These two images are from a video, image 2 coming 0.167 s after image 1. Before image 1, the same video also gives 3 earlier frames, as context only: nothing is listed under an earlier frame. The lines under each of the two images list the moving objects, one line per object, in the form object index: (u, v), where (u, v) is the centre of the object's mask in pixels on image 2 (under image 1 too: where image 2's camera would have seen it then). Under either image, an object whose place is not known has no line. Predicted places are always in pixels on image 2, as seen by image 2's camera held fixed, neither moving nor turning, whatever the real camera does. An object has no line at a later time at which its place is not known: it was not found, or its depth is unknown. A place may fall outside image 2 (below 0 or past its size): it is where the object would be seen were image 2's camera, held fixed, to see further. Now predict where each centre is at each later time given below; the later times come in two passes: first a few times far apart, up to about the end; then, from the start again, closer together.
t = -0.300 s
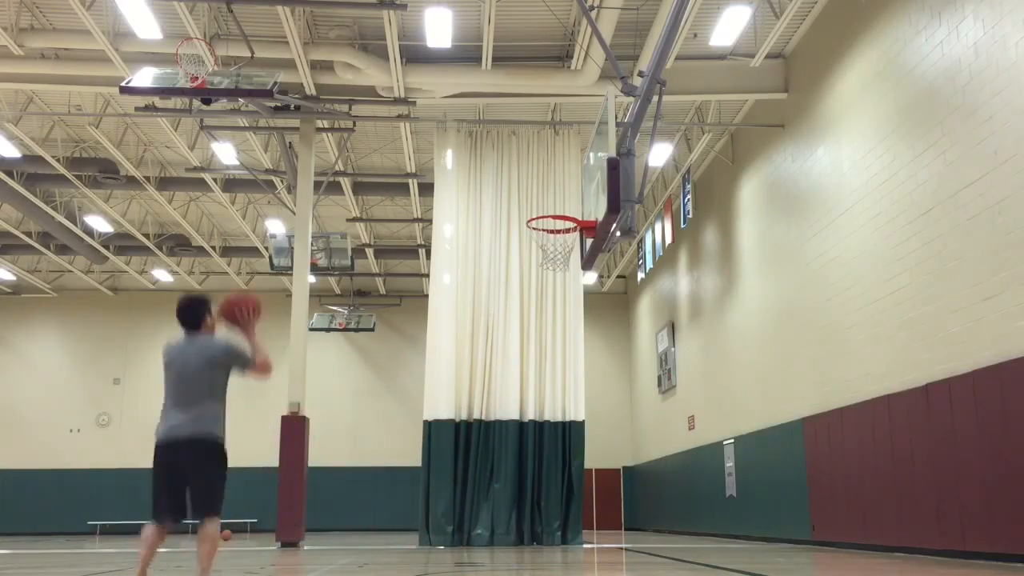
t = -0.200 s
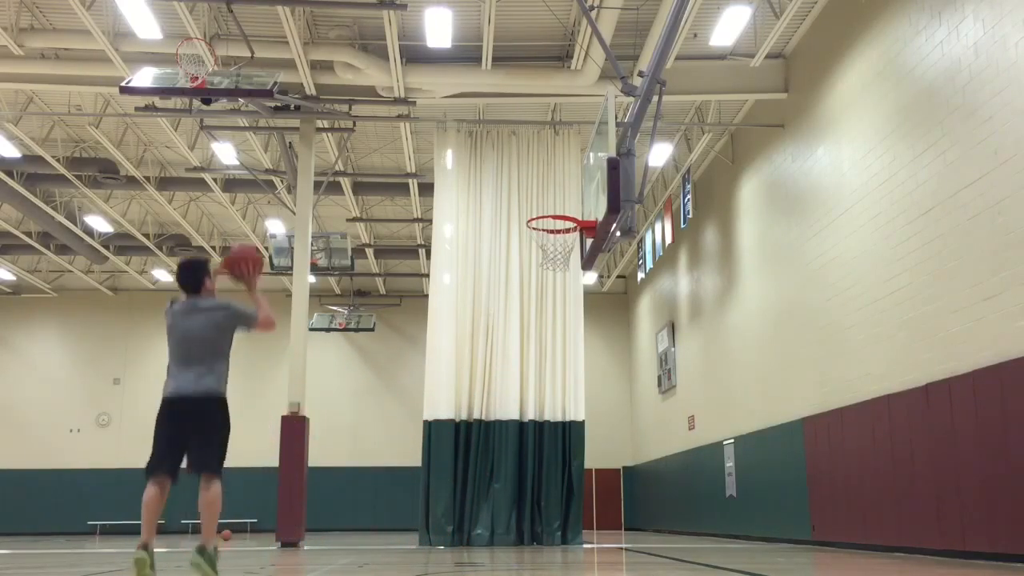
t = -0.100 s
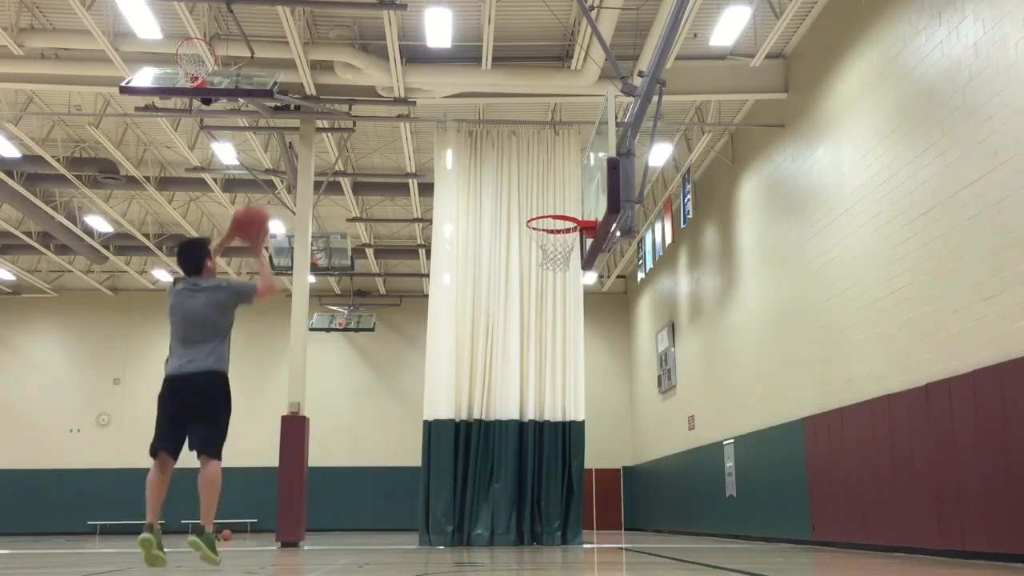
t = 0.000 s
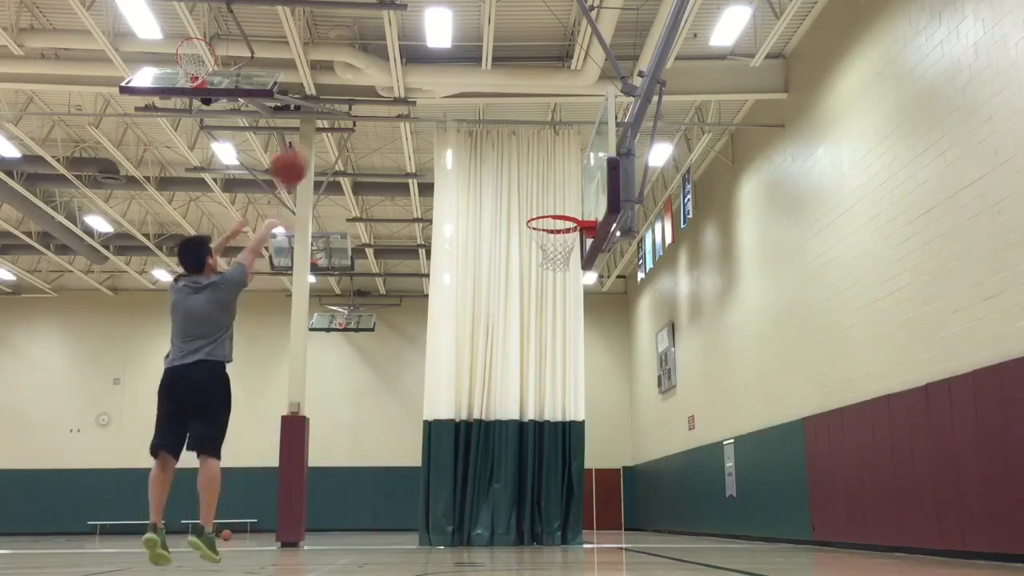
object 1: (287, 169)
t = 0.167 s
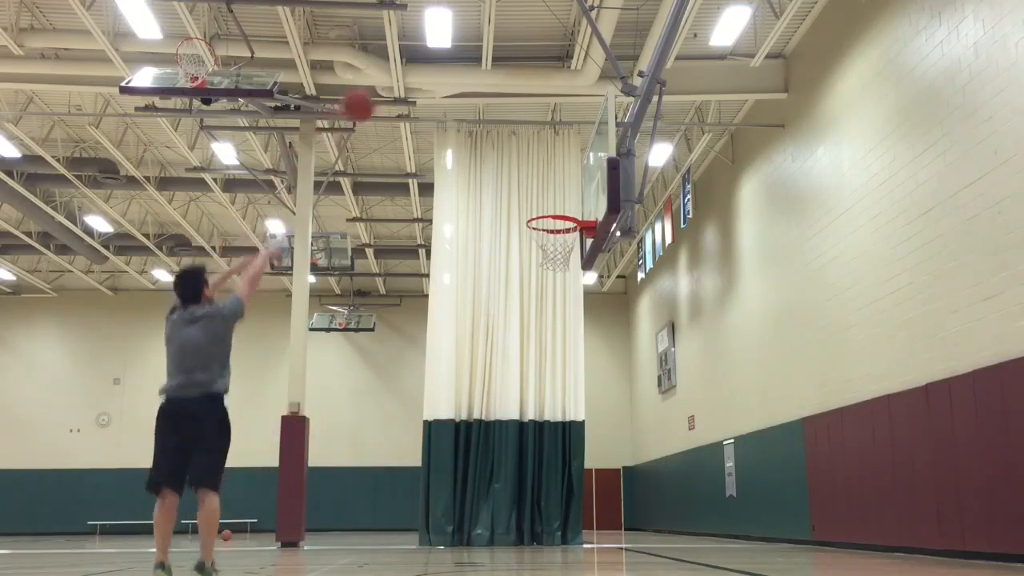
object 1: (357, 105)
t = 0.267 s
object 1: (393, 89)
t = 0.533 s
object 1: (473, 103)
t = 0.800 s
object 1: (539, 189)
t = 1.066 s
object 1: (568, 256)
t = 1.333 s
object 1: (567, 321)
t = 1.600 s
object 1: (567, 466)
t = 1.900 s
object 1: (552, 462)
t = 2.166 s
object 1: (529, 377)
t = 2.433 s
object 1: (506, 368)
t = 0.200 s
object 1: (369, 98)
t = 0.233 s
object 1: (382, 92)
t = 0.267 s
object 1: (393, 89)
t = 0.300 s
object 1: (404, 87)
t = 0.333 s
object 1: (416, 85)
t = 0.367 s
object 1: (426, 85)
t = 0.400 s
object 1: (436, 86)
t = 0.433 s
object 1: (445, 88)
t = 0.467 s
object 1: (455, 92)
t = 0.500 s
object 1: (464, 97)
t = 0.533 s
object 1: (473, 103)
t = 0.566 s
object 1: (482, 111)
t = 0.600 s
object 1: (492, 118)
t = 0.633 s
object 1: (499, 128)
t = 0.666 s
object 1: (508, 138)
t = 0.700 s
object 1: (516, 149)
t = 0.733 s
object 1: (524, 162)
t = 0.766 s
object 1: (532, 175)
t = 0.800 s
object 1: (539, 189)
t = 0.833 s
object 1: (547, 204)
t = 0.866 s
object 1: (553, 219)
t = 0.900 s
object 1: (561, 238)
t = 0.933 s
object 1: (567, 249)
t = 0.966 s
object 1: (568, 251)
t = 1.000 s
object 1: (568, 252)
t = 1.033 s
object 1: (568, 253)
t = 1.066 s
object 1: (568, 256)
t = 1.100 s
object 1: (568, 260)
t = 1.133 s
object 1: (567, 265)
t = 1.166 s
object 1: (567, 271)
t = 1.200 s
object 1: (567, 279)
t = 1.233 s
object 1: (567, 287)
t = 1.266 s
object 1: (567, 297)
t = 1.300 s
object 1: (567, 308)
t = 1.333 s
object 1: (567, 321)
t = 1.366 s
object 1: (566, 334)
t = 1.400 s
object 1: (567, 349)
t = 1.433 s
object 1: (567, 365)
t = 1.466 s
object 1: (567, 383)
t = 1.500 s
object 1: (567, 401)
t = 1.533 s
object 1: (567, 423)
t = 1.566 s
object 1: (567, 442)
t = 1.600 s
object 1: (567, 466)
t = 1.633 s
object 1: (568, 492)
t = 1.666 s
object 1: (568, 516)
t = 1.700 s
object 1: (568, 542)
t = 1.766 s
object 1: (564, 532)
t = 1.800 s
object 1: (561, 514)
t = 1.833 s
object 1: (558, 496)
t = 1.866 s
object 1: (555, 478)
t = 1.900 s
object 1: (552, 462)
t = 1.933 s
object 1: (549, 447)
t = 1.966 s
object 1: (546, 435)
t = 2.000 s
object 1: (544, 422)
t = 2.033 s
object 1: (541, 410)
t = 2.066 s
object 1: (538, 400)
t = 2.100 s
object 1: (535, 391)
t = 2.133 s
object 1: (532, 383)
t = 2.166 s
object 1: (529, 377)
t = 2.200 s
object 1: (526, 371)
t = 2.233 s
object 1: (523, 367)
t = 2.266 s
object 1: (520, 364)
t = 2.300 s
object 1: (517, 363)
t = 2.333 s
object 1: (514, 362)
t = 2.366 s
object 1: (511, 363)
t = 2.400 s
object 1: (509, 365)
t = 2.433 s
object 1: (506, 368)
